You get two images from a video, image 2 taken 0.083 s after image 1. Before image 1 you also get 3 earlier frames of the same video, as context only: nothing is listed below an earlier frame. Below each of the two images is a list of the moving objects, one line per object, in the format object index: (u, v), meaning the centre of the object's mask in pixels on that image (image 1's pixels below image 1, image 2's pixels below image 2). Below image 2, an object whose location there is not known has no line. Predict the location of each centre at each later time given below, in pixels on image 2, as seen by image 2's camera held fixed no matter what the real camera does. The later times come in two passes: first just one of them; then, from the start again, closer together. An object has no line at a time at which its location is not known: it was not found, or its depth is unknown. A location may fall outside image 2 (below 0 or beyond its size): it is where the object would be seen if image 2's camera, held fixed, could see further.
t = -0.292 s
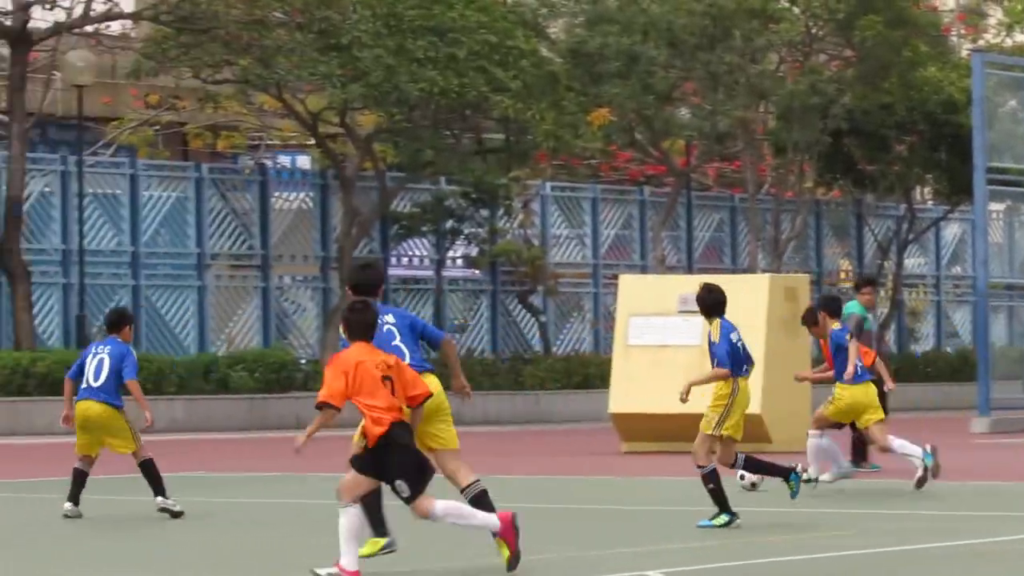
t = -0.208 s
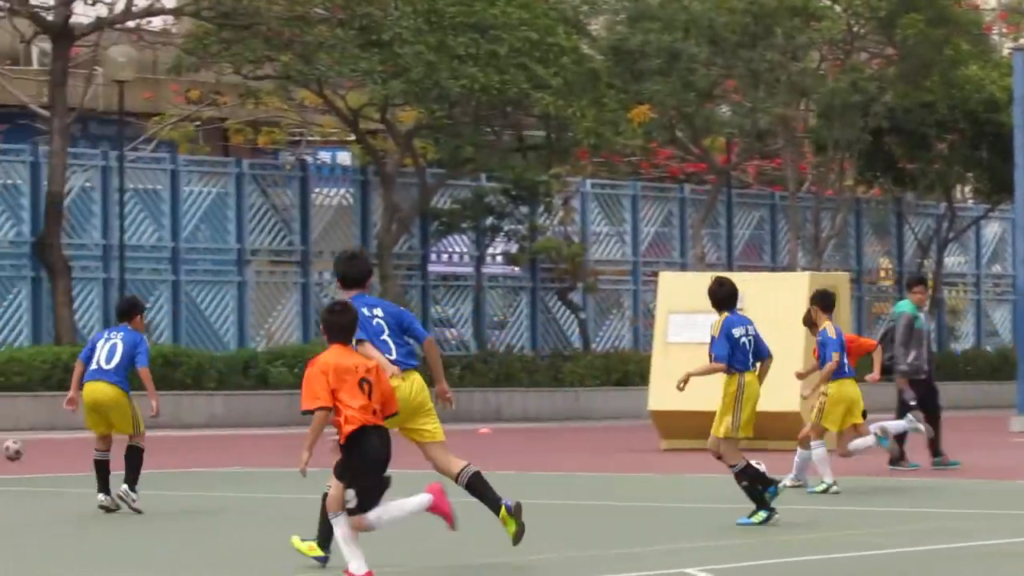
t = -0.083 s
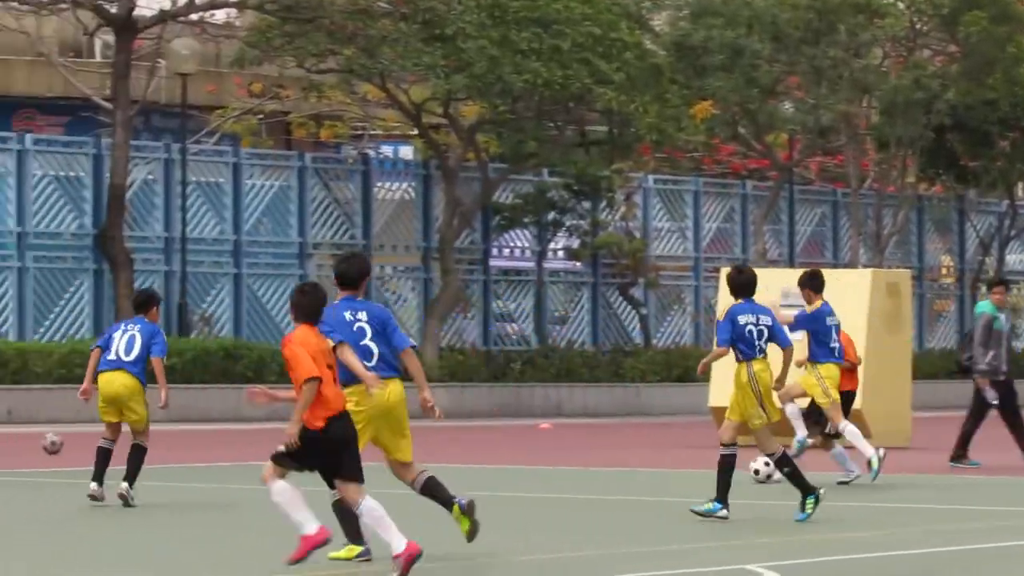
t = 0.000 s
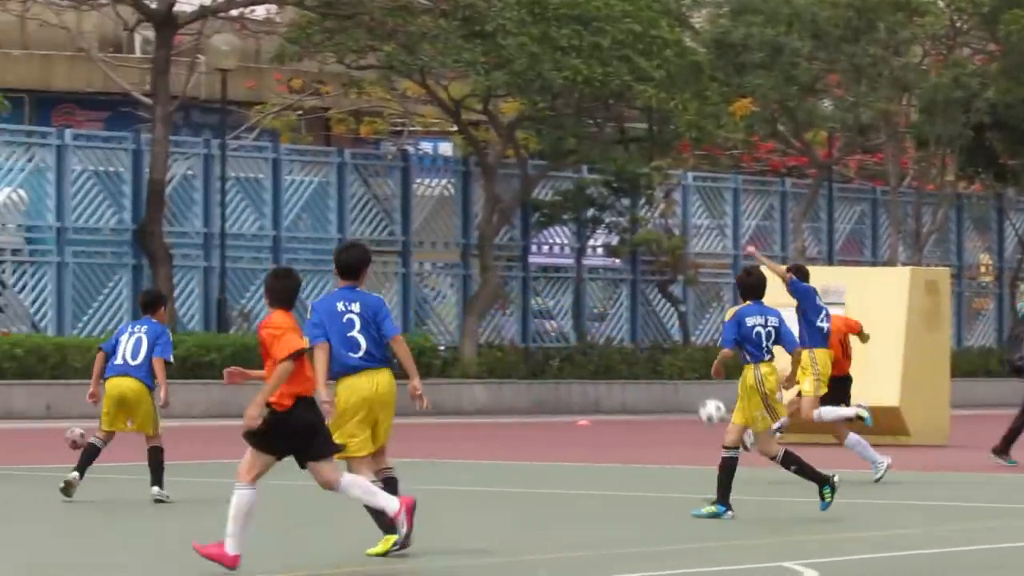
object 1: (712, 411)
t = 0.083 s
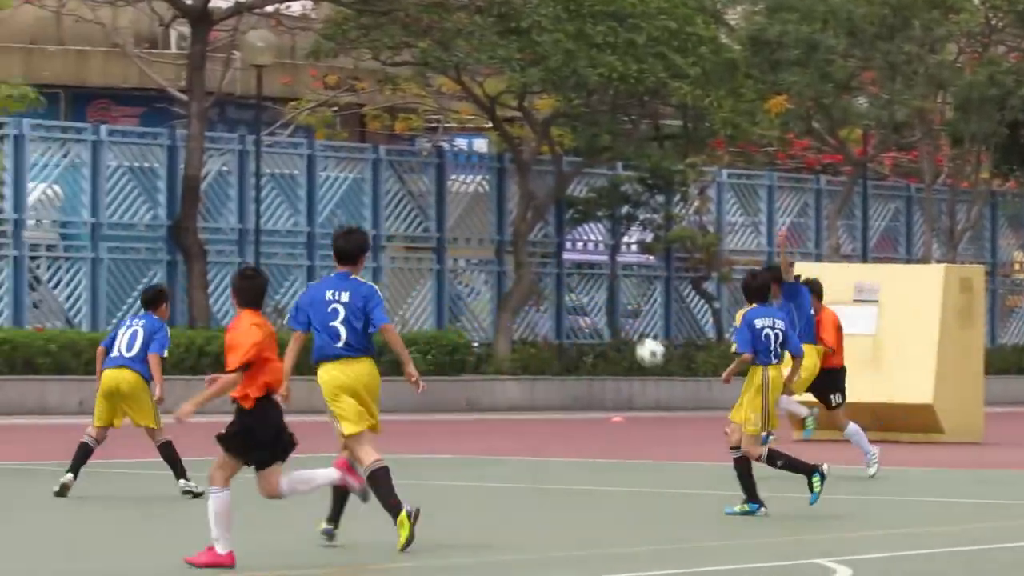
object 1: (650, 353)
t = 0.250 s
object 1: (459, 253)
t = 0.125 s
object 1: (605, 326)
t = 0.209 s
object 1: (508, 275)
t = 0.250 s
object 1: (459, 253)
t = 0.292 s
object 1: (411, 230)
